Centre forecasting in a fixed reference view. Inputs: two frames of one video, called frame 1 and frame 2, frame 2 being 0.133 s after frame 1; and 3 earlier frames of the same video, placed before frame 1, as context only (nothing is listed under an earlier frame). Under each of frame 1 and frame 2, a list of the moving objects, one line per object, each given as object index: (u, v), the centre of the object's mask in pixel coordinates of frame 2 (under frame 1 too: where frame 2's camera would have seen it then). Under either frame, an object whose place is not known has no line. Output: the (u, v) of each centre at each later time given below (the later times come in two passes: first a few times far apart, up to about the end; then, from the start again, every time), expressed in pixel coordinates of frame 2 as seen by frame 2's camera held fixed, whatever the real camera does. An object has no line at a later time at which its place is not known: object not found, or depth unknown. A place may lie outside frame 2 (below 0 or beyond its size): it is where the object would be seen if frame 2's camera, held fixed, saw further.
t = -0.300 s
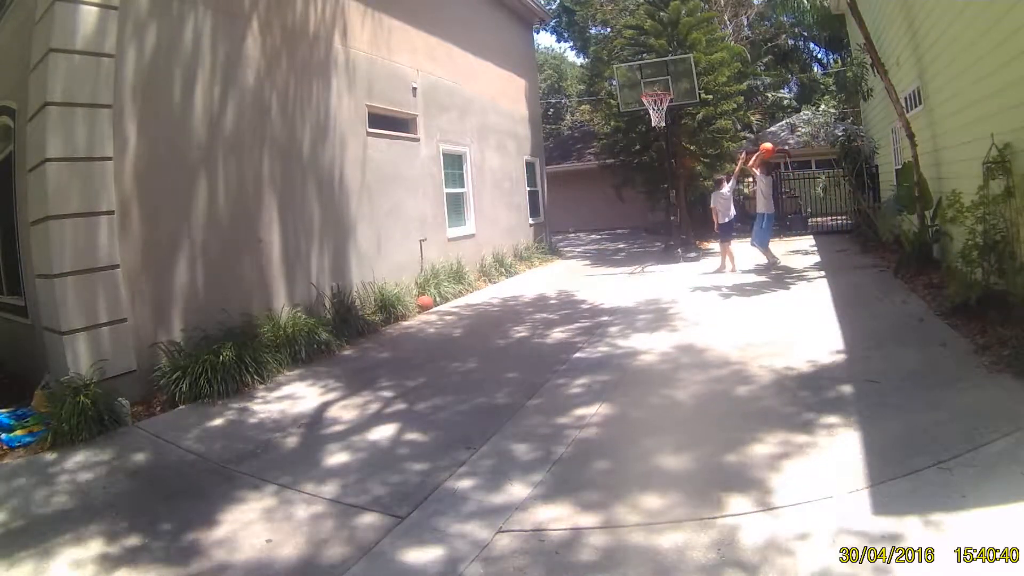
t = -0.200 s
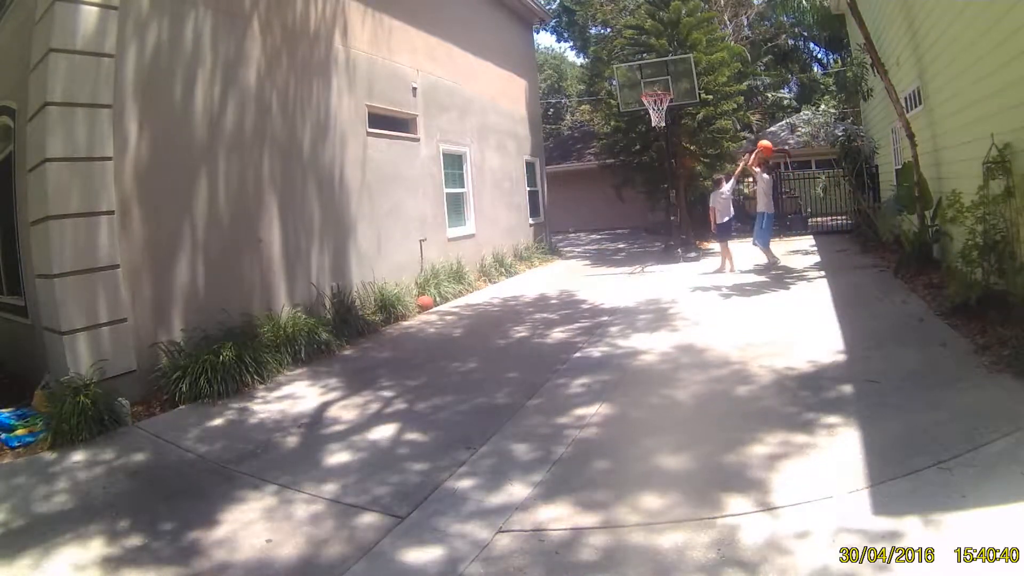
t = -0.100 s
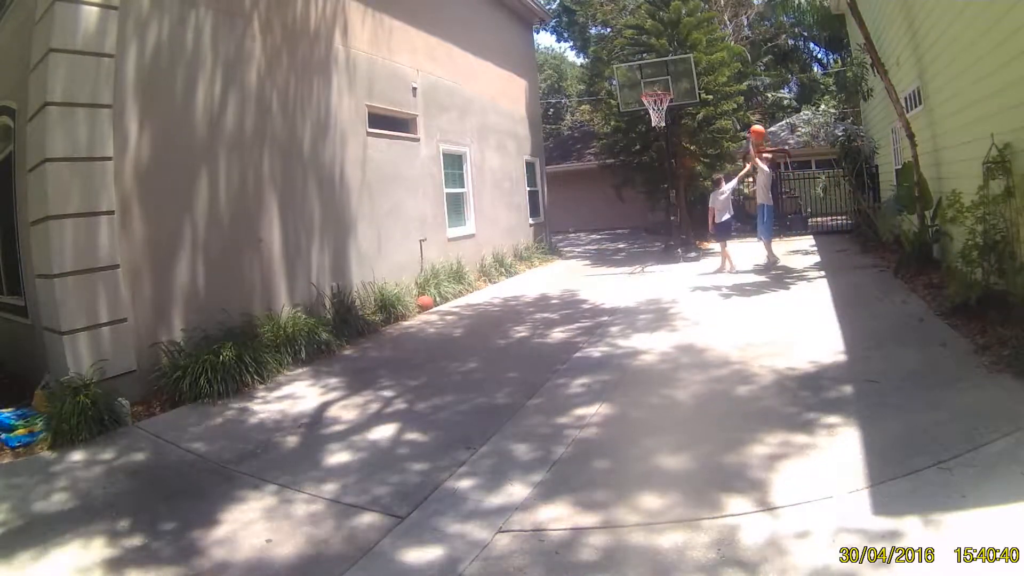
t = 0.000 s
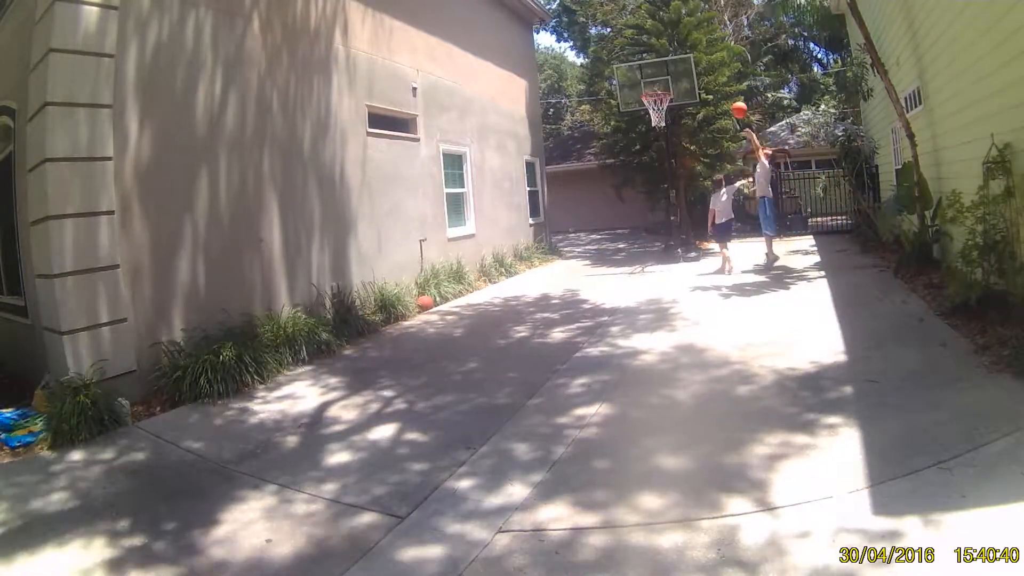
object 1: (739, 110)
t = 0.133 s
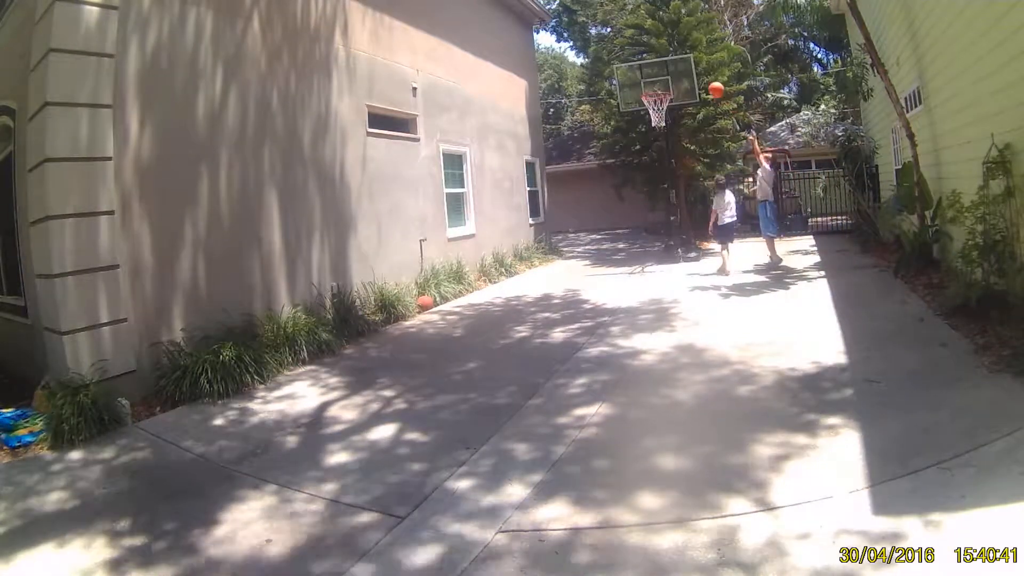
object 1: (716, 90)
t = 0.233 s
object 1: (700, 83)
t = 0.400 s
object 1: (677, 86)
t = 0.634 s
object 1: (667, 82)
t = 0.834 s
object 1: (659, 95)
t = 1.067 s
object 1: (648, 119)
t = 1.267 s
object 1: (646, 145)
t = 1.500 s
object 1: (645, 205)
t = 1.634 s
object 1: (646, 253)
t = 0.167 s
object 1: (710, 87)
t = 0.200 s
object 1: (705, 85)
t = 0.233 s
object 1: (700, 83)
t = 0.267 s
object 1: (695, 82)
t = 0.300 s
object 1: (690, 82)
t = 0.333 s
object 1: (685, 84)
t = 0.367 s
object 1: (681, 84)
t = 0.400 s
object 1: (677, 86)
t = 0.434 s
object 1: (672, 87)
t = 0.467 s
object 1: (671, 85)
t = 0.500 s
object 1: (670, 83)
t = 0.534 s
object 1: (669, 82)
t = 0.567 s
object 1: (668, 82)
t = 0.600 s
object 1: (667, 82)
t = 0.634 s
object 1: (667, 82)
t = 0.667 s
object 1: (666, 83)
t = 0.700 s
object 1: (665, 86)
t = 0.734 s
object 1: (665, 87)
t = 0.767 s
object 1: (664, 90)
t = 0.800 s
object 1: (662, 91)
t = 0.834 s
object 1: (659, 95)
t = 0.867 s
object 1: (657, 99)
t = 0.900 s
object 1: (655, 101)
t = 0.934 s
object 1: (652, 105)
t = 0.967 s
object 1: (650, 111)
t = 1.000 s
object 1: (650, 115)
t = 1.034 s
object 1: (649, 117)
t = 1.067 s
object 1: (648, 119)
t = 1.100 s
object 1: (648, 122)
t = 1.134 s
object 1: (647, 125)
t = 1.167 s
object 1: (647, 129)
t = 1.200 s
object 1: (646, 134)
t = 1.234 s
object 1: (646, 139)
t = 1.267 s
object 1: (646, 145)
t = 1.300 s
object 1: (645, 151)
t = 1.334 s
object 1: (646, 159)
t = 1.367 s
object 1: (645, 167)
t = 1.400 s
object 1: (645, 175)
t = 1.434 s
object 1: (645, 185)
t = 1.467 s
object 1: (646, 195)
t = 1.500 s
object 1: (645, 205)
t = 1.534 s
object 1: (645, 216)
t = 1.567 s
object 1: (645, 228)
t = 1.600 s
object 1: (646, 240)
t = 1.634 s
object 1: (646, 253)
